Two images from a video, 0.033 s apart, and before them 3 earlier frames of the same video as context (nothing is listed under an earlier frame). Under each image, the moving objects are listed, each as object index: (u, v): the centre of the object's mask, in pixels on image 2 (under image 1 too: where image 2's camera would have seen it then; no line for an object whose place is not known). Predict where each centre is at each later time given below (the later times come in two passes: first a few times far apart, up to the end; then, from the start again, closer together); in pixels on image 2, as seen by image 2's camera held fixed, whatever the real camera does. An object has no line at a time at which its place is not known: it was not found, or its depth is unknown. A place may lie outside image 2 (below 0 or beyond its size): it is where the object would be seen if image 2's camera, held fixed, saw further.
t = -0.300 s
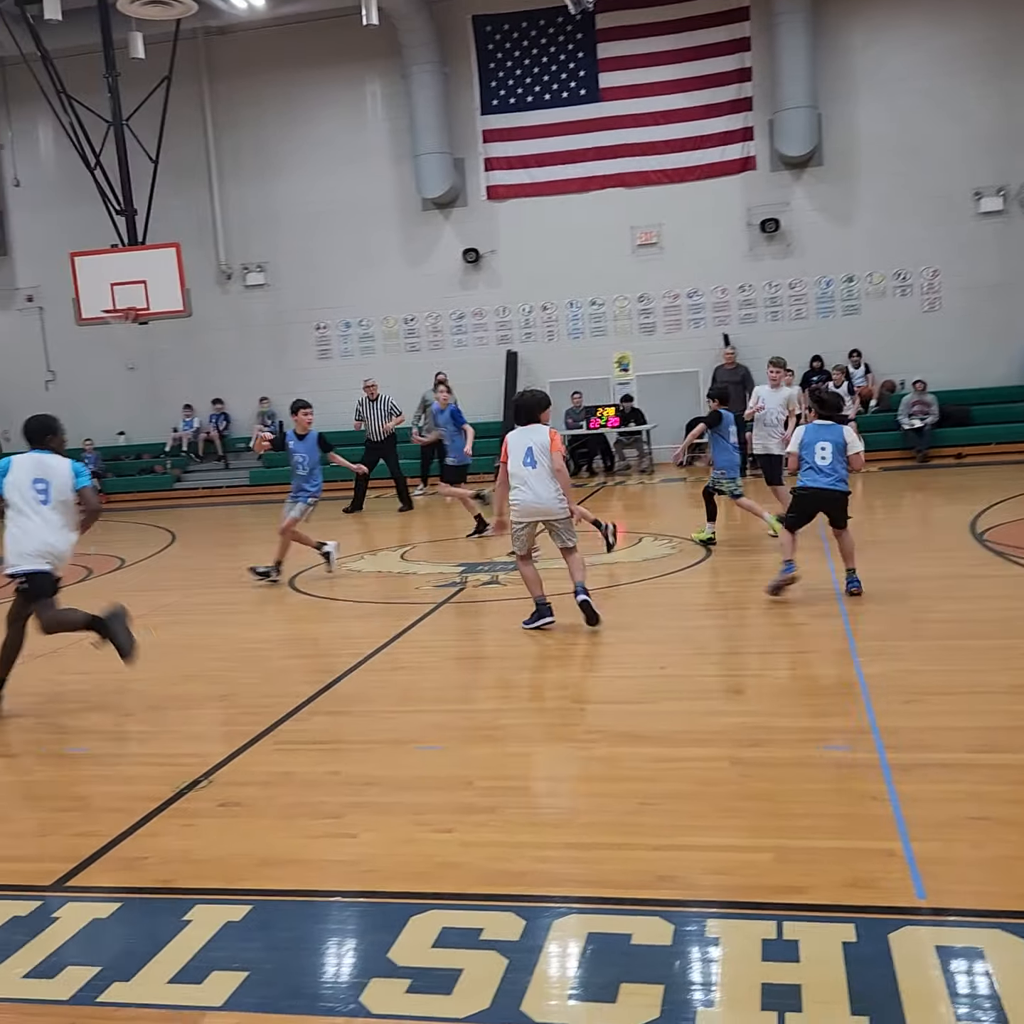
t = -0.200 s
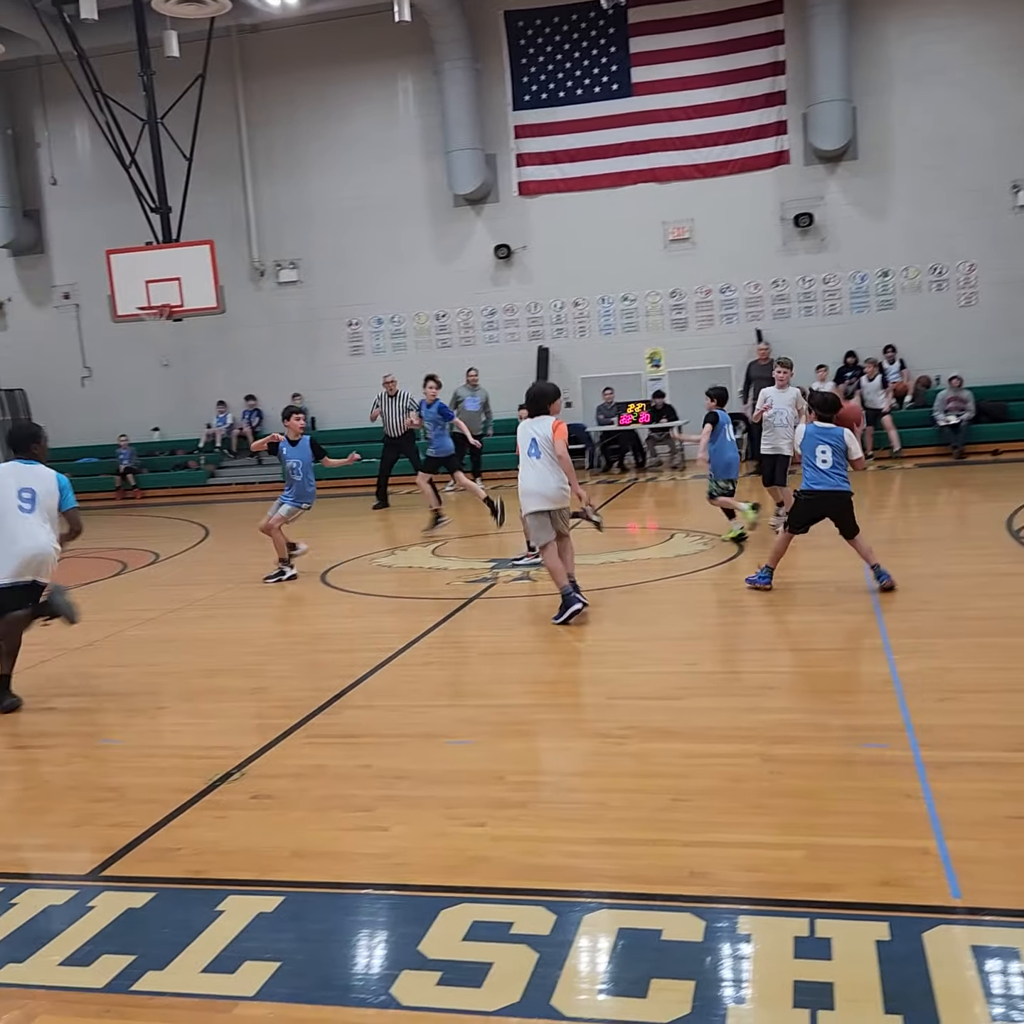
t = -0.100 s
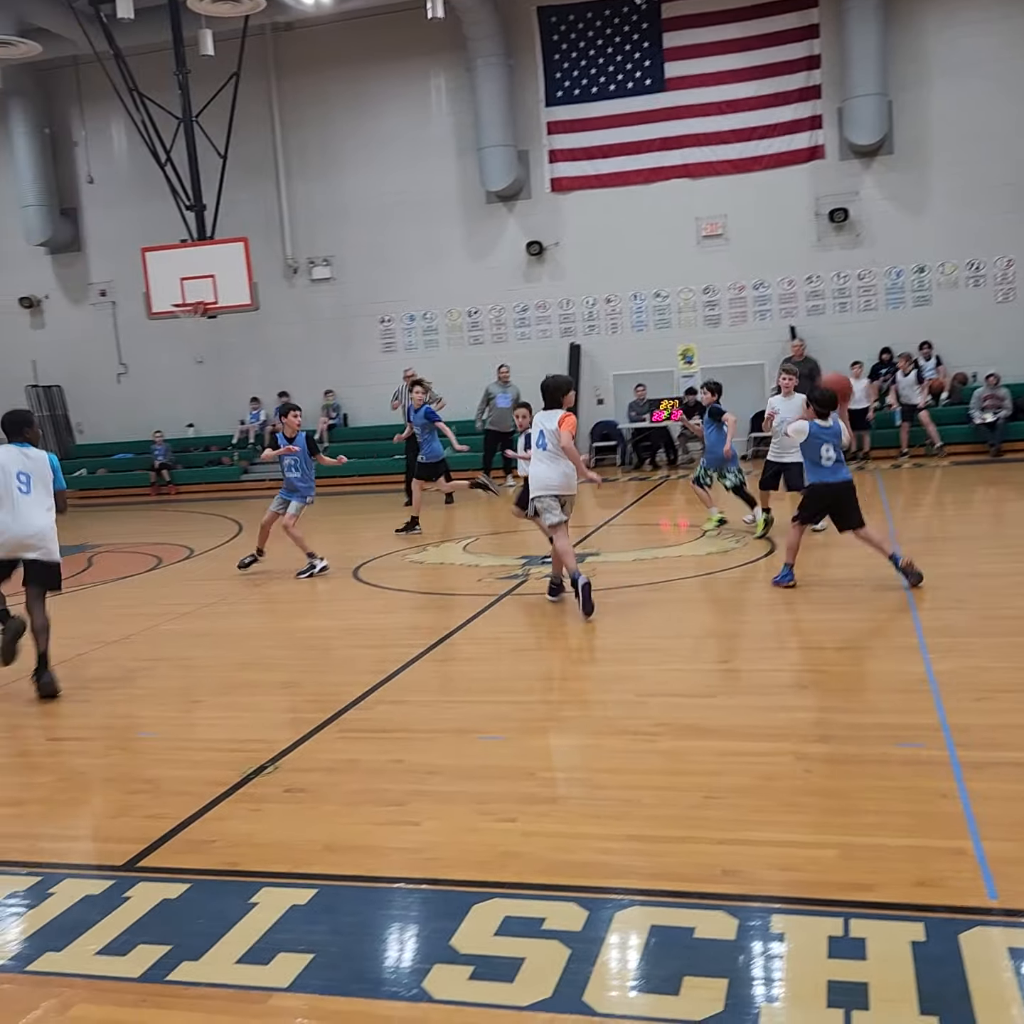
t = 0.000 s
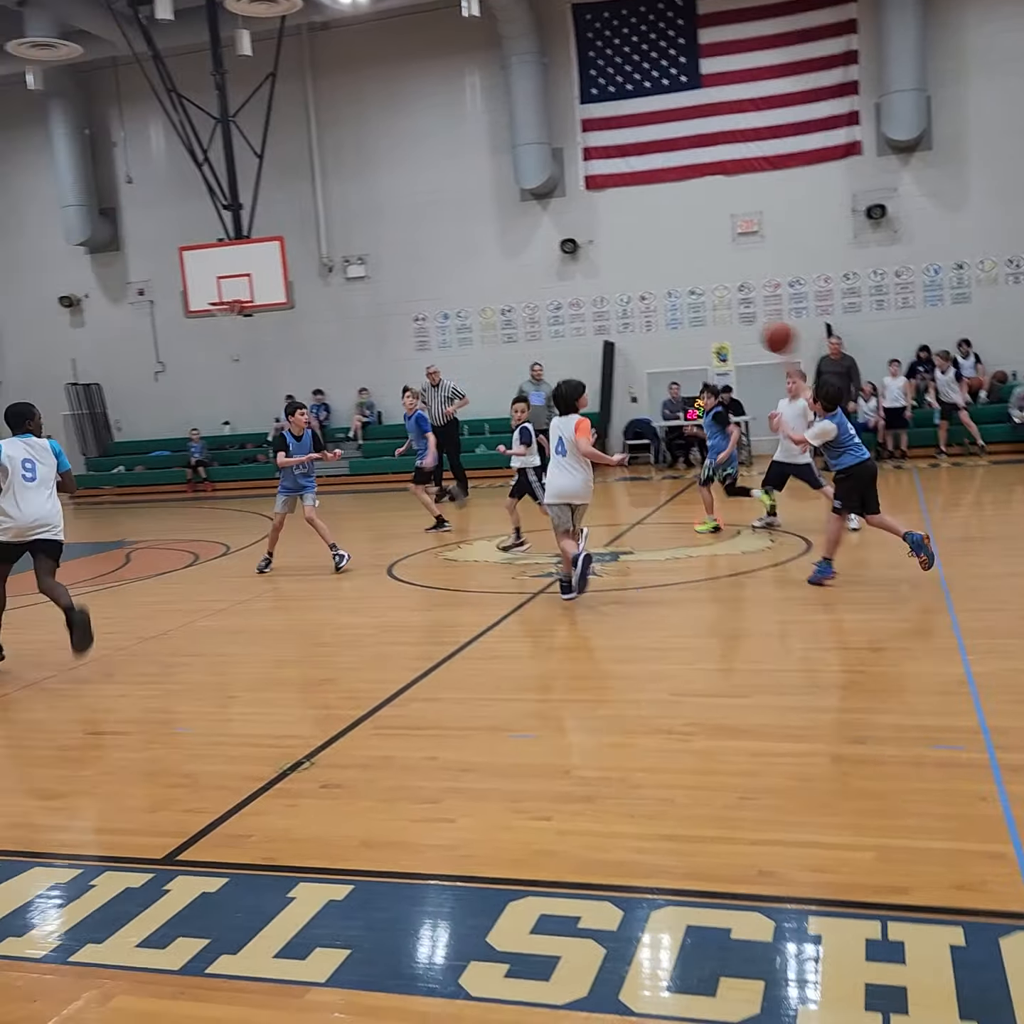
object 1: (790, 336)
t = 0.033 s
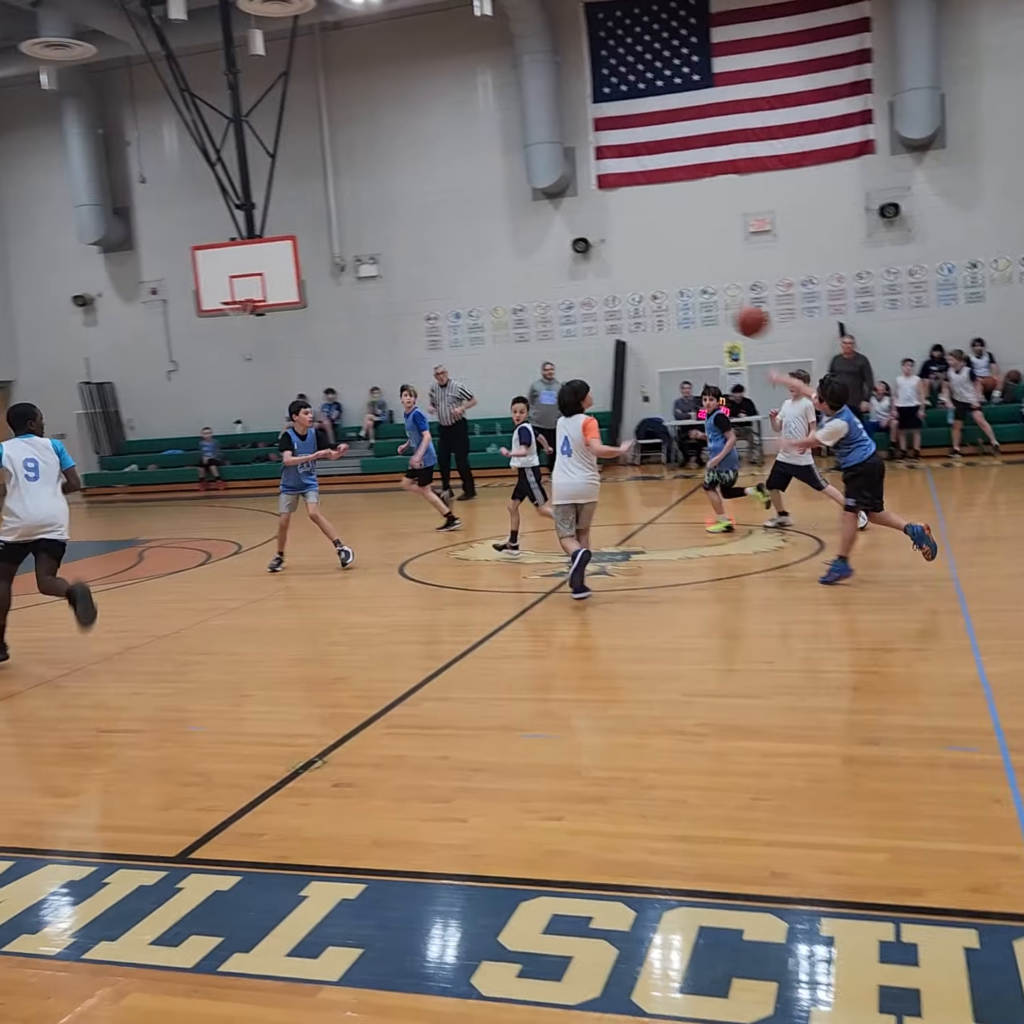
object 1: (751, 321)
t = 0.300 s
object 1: (495, 265)
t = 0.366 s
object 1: (446, 266)
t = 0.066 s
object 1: (713, 308)
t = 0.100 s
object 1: (678, 297)
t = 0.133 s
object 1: (645, 289)
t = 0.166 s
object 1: (613, 281)
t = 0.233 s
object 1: (550, 270)
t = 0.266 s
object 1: (522, 268)
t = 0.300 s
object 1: (495, 265)
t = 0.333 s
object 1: (471, 265)
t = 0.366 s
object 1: (446, 266)
